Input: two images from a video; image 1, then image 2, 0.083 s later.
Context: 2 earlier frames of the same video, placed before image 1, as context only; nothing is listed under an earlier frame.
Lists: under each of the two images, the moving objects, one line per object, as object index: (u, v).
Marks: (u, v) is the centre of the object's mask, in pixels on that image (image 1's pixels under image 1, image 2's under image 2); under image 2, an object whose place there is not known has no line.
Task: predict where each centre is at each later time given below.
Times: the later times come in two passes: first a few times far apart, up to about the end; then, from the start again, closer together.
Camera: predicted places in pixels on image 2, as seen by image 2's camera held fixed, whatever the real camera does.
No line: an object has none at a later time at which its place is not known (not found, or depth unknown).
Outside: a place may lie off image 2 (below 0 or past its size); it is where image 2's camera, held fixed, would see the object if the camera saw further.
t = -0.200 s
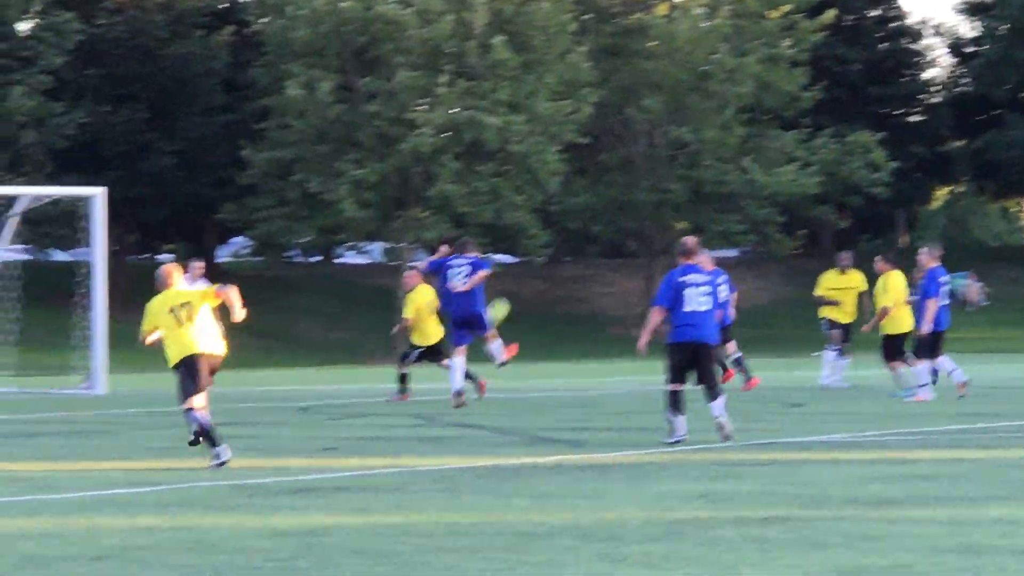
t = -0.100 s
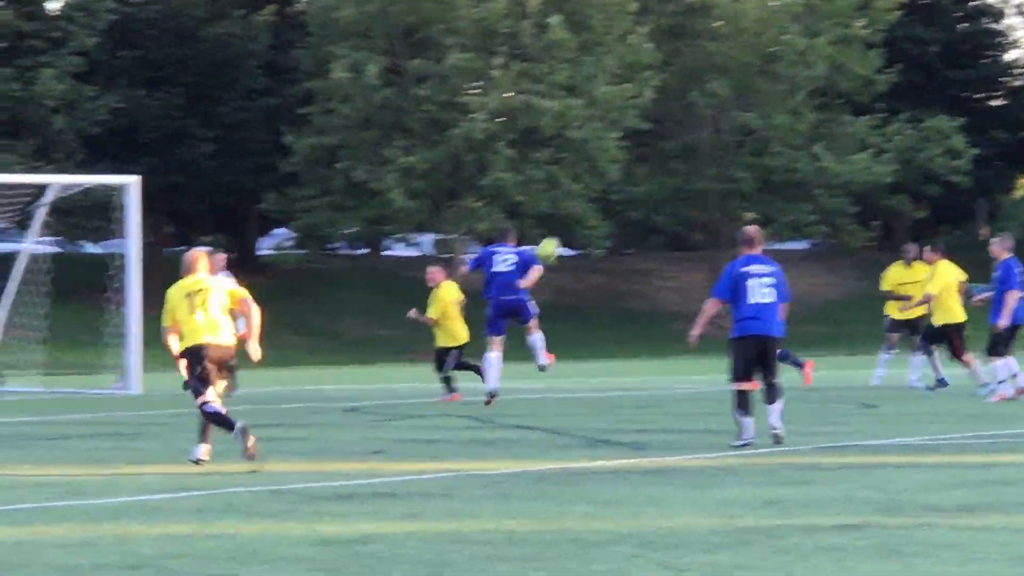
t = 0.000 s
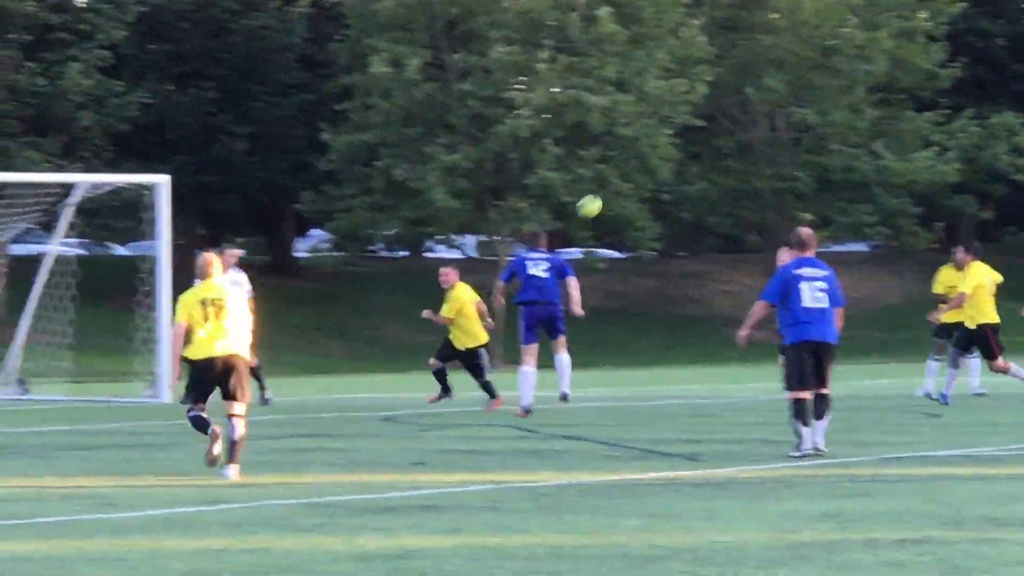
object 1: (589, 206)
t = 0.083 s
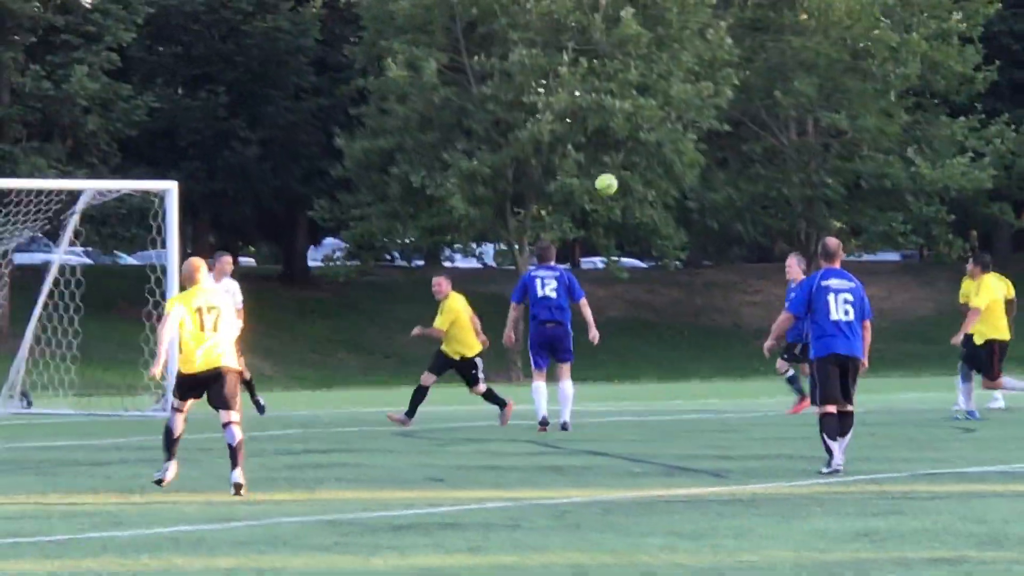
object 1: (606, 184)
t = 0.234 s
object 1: (594, 153)
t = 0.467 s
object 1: (578, 149)
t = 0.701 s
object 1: (566, 189)
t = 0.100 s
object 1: (605, 179)
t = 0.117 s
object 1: (603, 174)
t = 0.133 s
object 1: (602, 171)
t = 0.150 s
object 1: (600, 166)
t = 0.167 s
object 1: (599, 163)
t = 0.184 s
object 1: (598, 160)
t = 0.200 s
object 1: (597, 157)
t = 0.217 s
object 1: (595, 154)
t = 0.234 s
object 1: (594, 153)
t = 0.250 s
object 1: (593, 151)
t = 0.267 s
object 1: (592, 148)
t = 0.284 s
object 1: (591, 147)
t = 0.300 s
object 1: (589, 146)
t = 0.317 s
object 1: (588, 145)
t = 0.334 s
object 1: (587, 145)
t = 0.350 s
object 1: (587, 144)
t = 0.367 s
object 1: (585, 144)
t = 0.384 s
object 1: (583, 144)
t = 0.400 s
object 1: (583, 144)
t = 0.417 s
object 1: (581, 146)
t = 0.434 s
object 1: (581, 147)
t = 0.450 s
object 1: (580, 148)
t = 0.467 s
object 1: (578, 149)
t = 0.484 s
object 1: (578, 150)
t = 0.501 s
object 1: (576, 152)
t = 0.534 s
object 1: (575, 156)
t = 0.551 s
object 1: (574, 159)
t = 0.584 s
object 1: (572, 164)
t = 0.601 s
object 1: (571, 167)
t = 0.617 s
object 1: (570, 171)
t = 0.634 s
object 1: (569, 174)
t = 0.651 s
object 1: (568, 177)
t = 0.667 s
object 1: (568, 181)
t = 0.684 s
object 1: (567, 185)
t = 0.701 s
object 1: (566, 189)
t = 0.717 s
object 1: (566, 194)
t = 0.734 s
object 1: (565, 199)
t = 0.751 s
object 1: (564, 204)
